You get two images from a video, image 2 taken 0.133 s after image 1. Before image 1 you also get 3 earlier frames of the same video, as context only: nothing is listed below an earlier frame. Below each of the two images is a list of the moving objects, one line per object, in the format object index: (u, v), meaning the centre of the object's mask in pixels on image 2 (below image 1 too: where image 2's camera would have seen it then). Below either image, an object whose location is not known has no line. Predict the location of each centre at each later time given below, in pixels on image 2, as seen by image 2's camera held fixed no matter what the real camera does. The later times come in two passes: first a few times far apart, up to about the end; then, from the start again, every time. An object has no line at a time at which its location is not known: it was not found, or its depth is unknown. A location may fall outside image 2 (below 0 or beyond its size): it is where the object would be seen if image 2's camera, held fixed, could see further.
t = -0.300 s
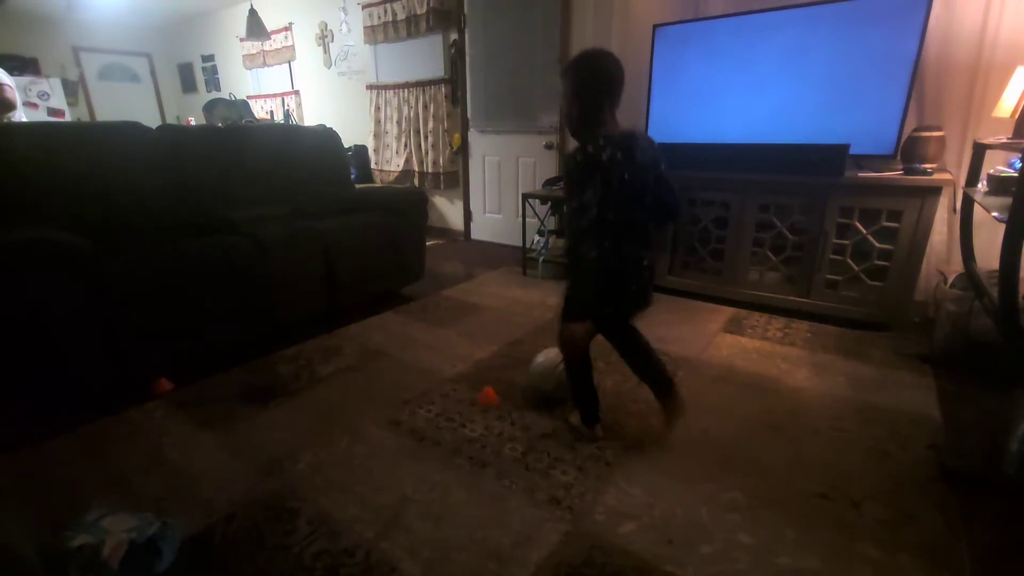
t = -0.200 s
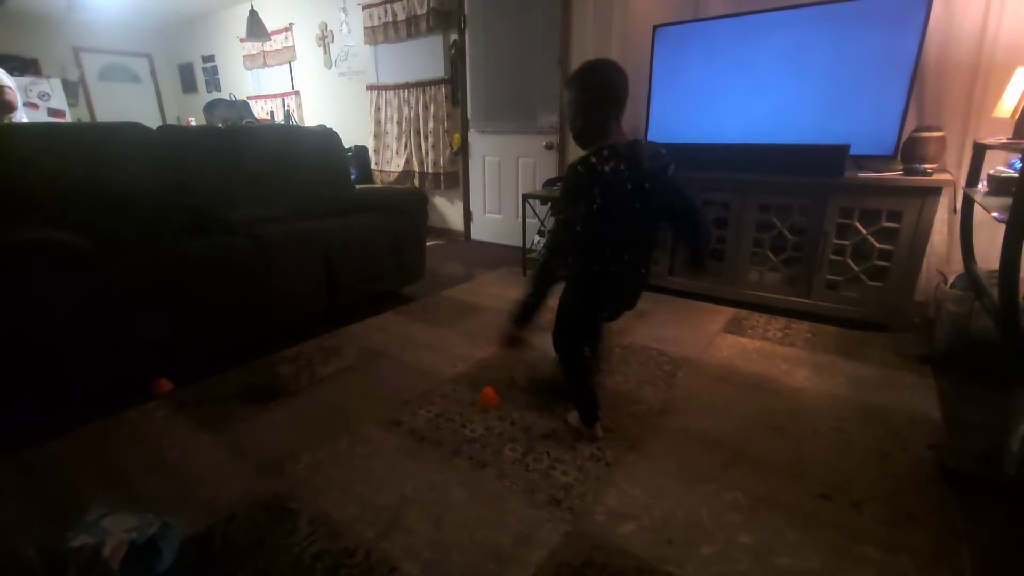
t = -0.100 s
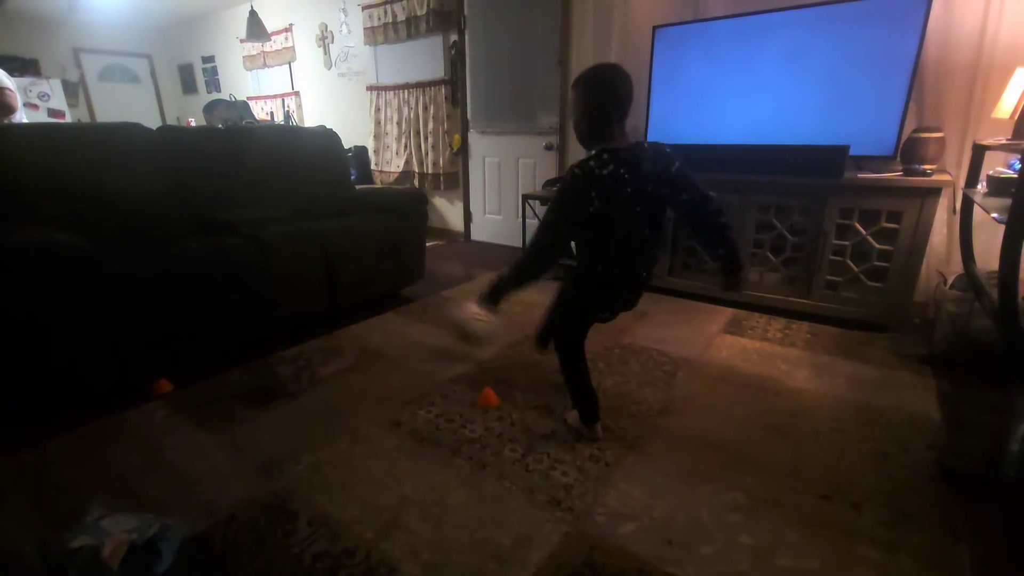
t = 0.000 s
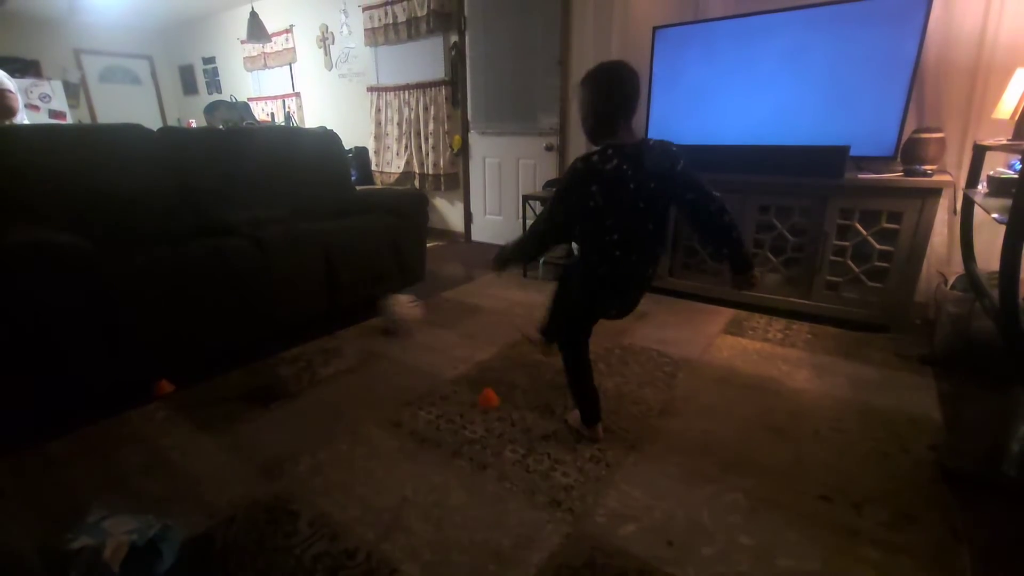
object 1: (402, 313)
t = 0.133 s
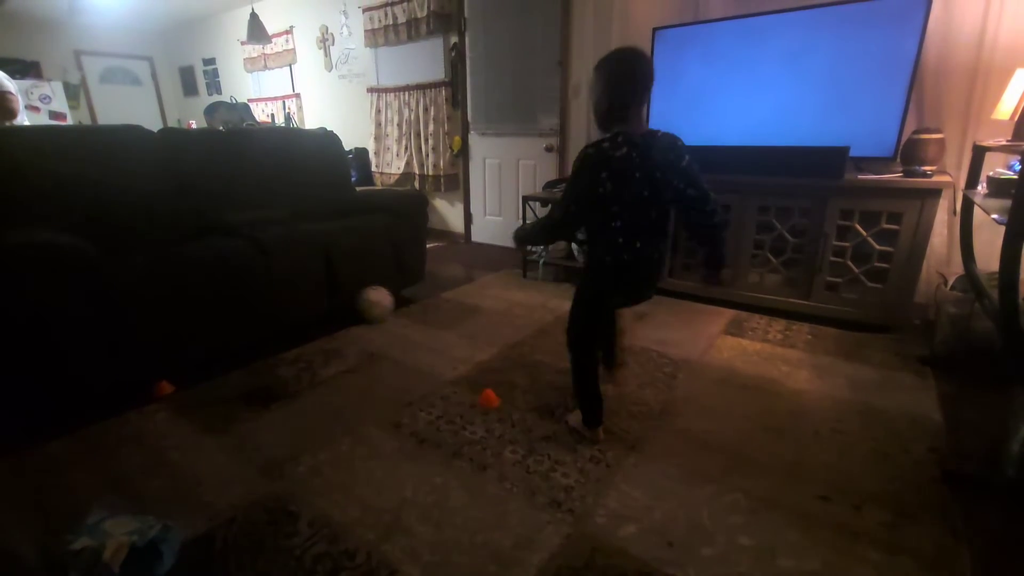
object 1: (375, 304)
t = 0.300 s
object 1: (402, 308)
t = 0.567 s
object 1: (449, 313)
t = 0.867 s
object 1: (499, 321)
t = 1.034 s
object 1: (528, 325)
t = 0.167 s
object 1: (381, 304)
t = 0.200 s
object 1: (386, 306)
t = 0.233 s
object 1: (392, 306)
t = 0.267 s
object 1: (397, 307)
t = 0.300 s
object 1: (402, 308)
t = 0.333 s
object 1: (407, 309)
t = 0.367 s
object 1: (413, 309)
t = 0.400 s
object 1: (418, 309)
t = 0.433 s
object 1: (425, 311)
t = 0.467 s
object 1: (430, 311)
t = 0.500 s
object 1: (436, 312)
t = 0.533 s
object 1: (443, 313)
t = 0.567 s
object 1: (449, 313)
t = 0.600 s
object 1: (452, 314)
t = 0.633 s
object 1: (457, 315)
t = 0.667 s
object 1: (464, 316)
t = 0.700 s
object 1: (472, 317)
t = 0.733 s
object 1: (476, 318)
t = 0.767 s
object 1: (482, 318)
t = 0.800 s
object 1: (488, 319)
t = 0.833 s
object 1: (493, 320)
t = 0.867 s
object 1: (499, 321)
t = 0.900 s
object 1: (505, 322)
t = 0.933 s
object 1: (510, 323)
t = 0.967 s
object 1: (516, 323)
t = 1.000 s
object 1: (522, 324)
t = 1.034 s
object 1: (528, 325)
